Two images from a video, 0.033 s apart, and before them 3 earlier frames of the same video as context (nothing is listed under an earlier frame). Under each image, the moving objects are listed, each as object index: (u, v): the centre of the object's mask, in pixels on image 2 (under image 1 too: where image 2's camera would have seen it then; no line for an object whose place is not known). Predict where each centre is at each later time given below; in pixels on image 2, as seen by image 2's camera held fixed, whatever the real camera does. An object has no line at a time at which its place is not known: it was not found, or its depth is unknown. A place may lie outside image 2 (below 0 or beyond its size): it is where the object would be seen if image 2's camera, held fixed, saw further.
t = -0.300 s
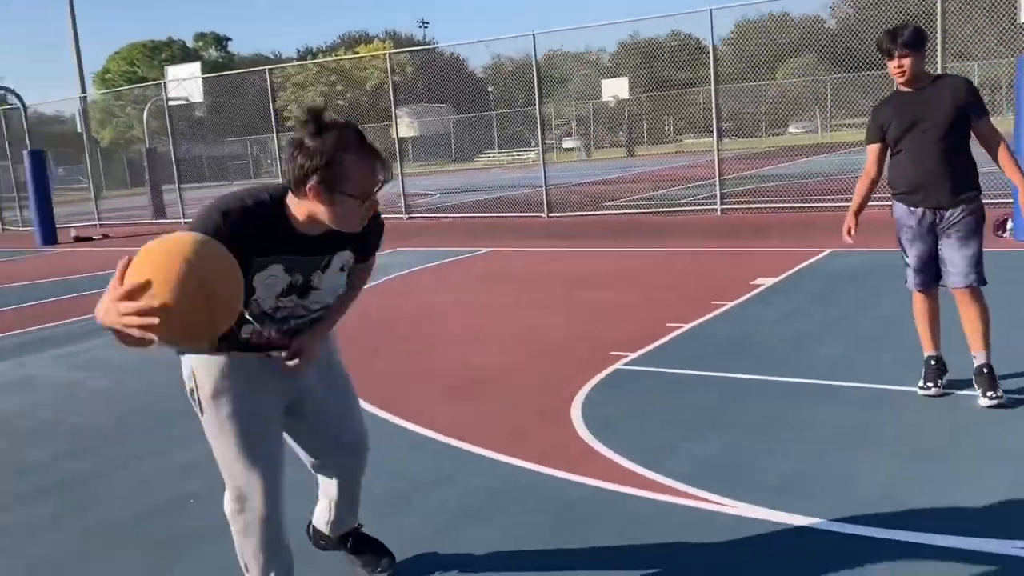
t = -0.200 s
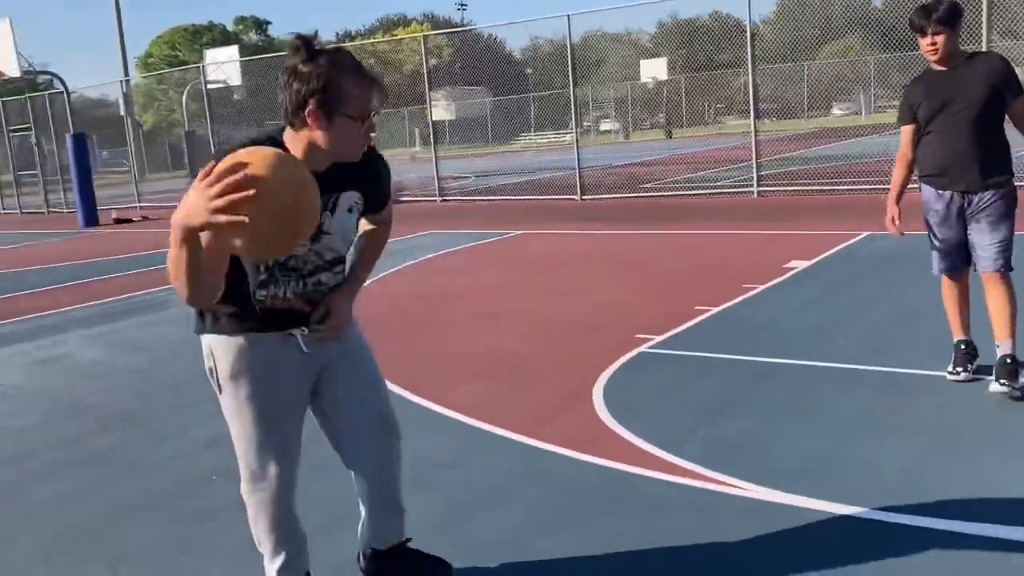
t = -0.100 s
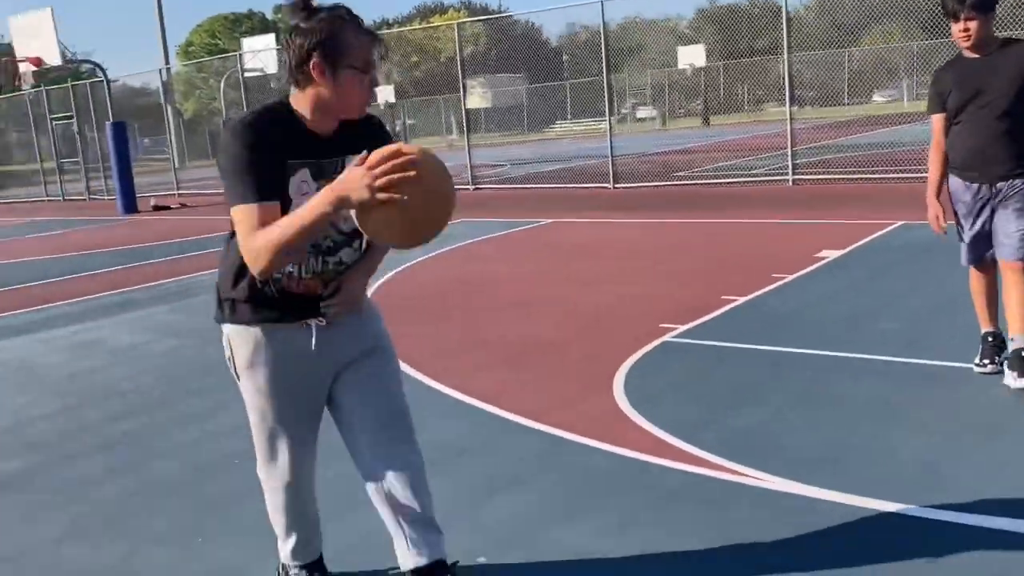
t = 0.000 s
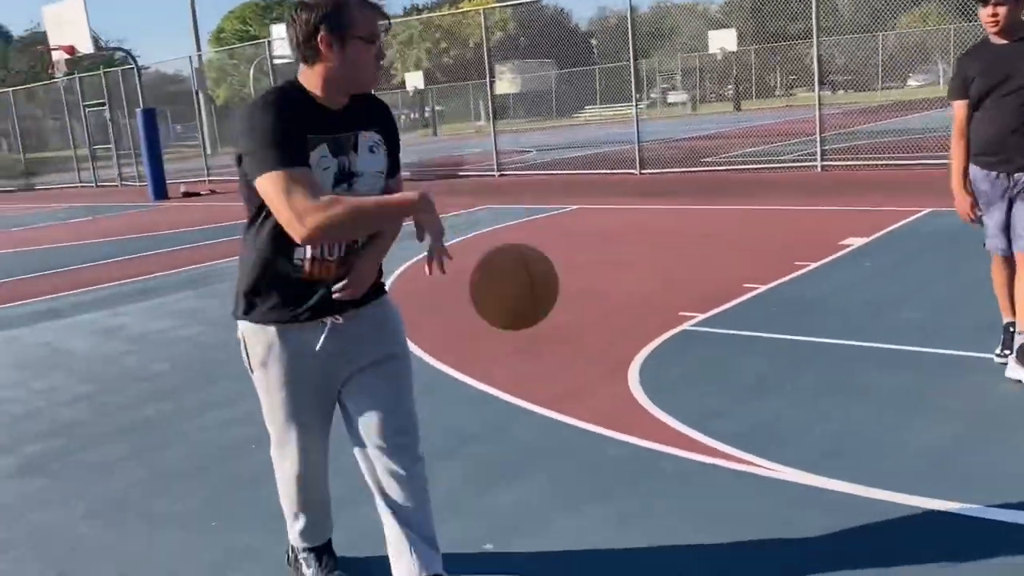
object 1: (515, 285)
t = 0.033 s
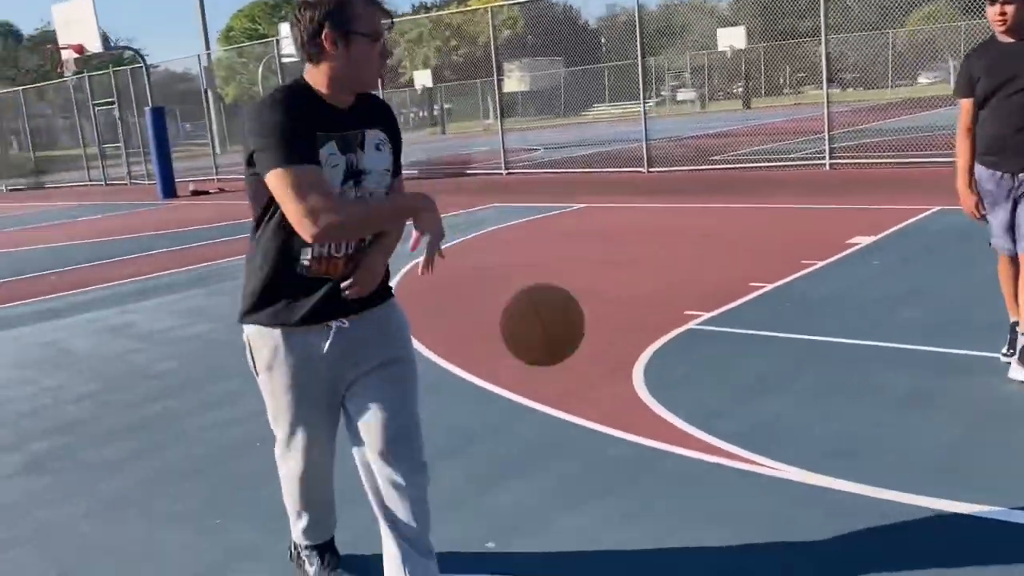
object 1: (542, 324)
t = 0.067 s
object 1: (568, 363)
